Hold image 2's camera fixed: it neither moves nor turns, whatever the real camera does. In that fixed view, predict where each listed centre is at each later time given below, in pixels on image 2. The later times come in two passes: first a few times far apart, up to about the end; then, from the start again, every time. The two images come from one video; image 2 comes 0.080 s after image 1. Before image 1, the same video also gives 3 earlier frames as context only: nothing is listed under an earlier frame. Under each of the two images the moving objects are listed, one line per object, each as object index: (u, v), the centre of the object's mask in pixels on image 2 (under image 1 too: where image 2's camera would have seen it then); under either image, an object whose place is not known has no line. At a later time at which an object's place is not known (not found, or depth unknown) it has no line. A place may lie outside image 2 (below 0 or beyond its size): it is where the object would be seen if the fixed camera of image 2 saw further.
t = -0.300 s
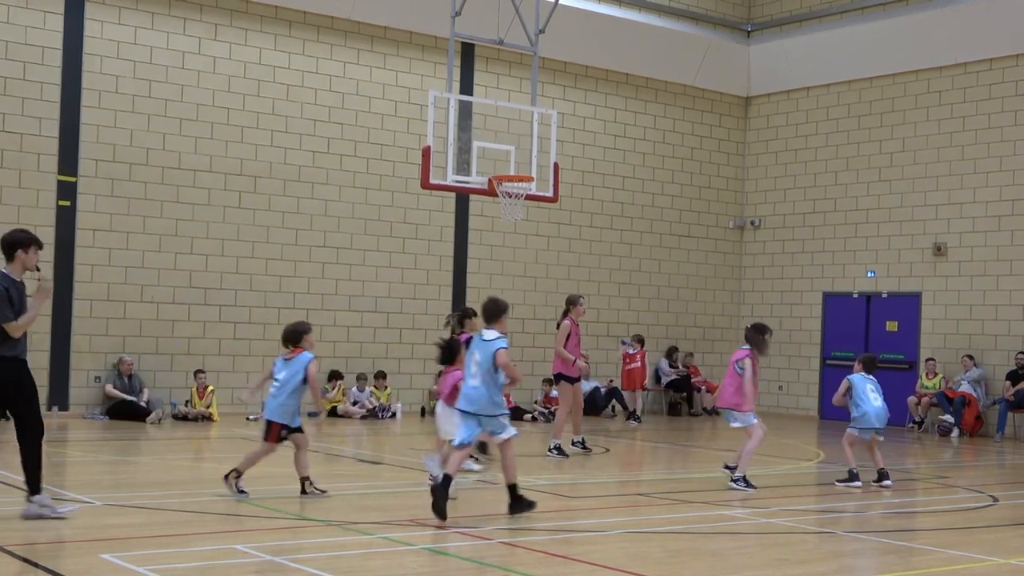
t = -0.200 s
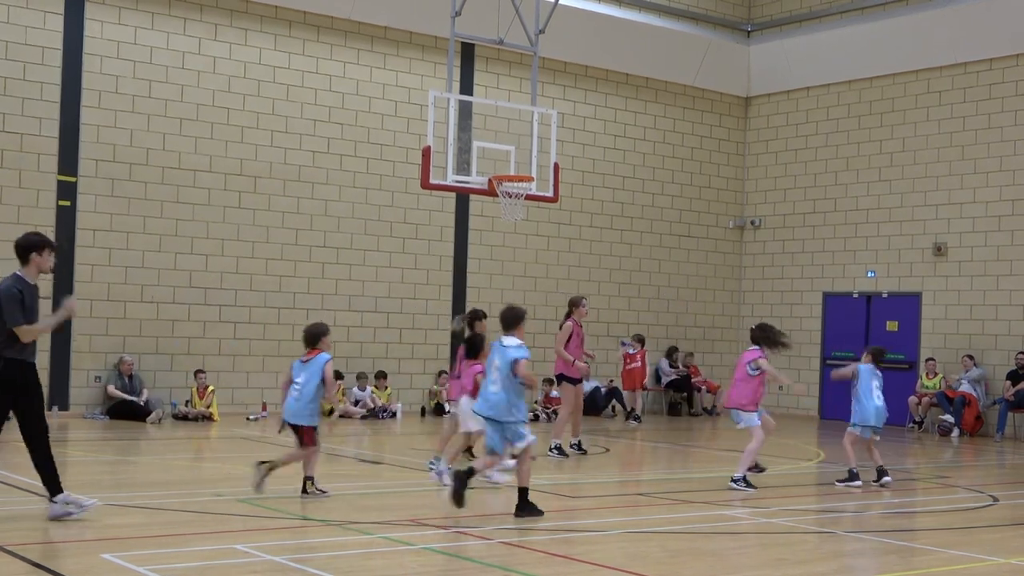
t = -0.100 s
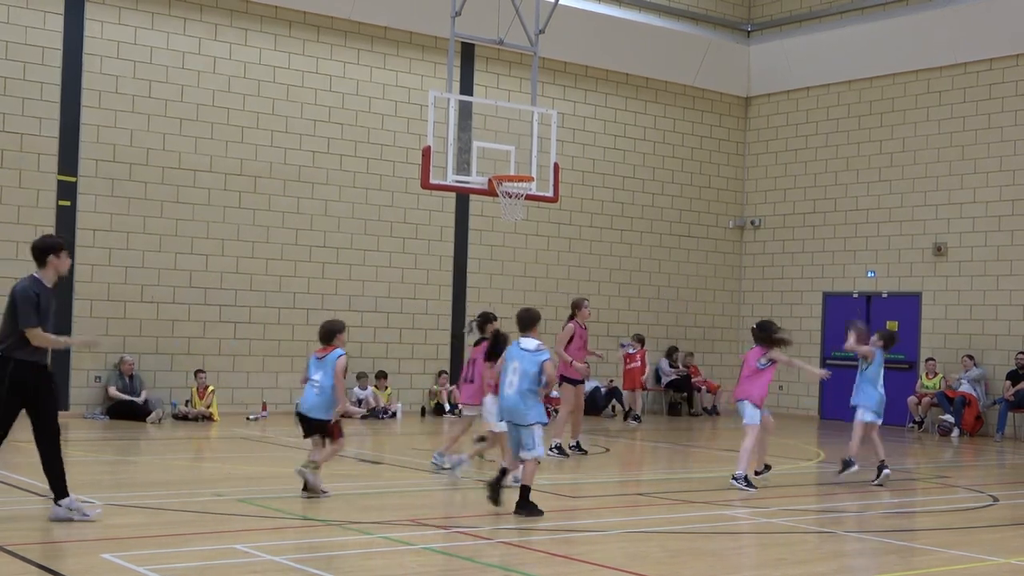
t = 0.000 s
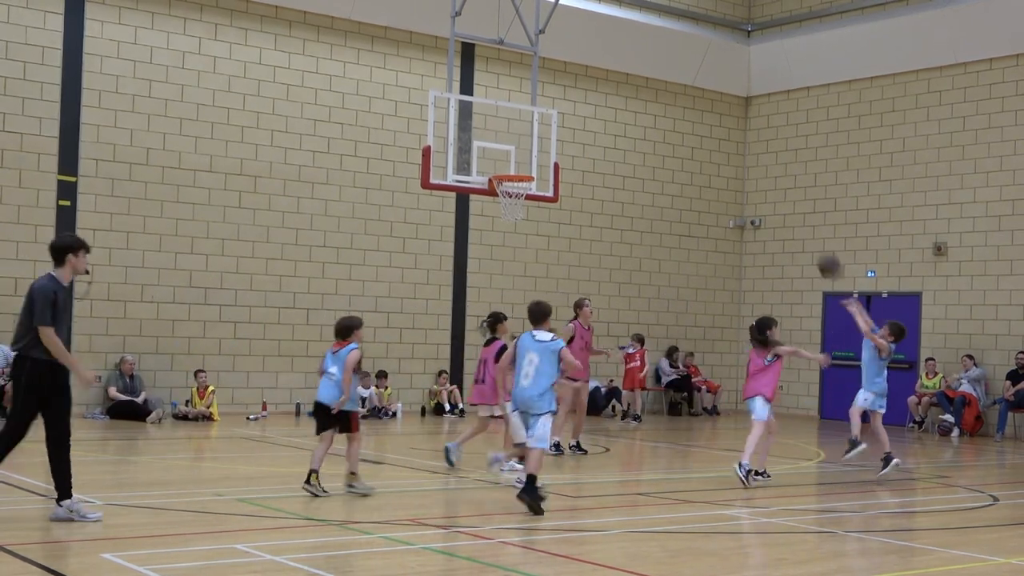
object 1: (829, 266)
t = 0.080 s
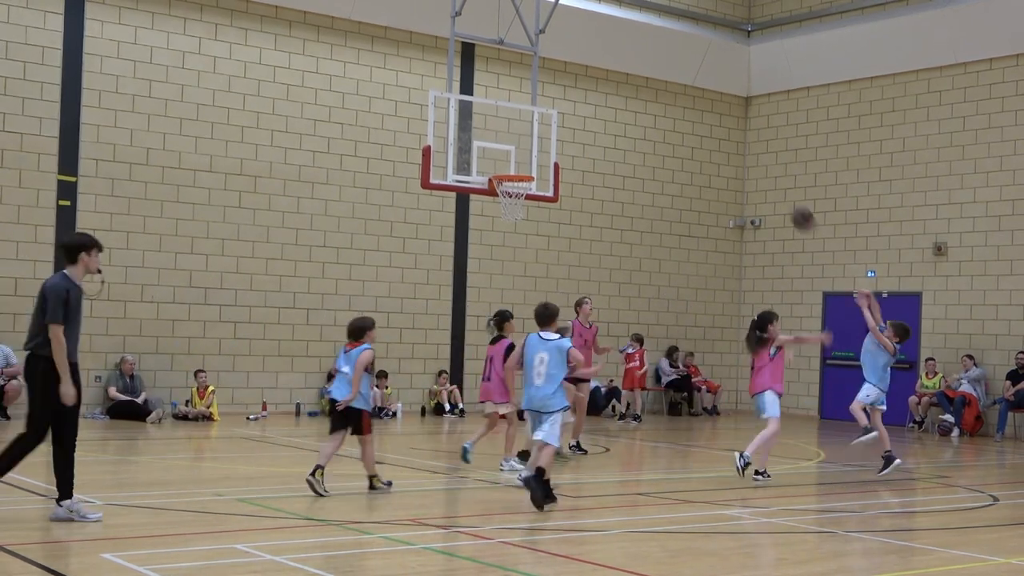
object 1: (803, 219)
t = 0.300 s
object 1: (732, 127)
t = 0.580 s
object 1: (649, 84)
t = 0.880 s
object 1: (567, 117)
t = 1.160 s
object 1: (502, 154)
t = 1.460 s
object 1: (449, 145)
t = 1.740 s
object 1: (420, 190)
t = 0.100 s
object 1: (796, 208)
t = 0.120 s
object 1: (790, 199)
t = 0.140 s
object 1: (783, 189)
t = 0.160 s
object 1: (777, 179)
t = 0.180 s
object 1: (770, 170)
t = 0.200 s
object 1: (764, 163)
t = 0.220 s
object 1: (758, 154)
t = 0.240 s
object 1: (752, 147)
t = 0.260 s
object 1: (745, 141)
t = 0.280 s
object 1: (739, 134)
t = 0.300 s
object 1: (732, 127)
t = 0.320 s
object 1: (726, 122)
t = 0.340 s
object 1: (720, 117)
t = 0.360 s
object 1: (714, 112)
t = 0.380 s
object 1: (708, 108)
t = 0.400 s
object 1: (702, 103)
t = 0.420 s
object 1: (696, 100)
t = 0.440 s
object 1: (690, 97)
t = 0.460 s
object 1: (684, 94)
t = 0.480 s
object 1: (678, 91)
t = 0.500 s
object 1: (672, 89)
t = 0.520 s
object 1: (667, 87)
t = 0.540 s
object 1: (661, 86)
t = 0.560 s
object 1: (655, 85)
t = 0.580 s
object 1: (649, 84)
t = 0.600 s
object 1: (643, 84)
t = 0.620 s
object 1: (637, 83)
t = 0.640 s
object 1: (632, 84)
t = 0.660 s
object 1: (627, 85)
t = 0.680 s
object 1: (622, 86)
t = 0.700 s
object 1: (616, 88)
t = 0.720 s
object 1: (610, 90)
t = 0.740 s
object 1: (605, 91)
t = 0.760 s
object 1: (599, 95)
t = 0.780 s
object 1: (594, 97)
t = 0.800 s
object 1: (588, 100)
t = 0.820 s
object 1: (583, 104)
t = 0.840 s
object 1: (578, 108)
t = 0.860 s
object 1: (572, 112)
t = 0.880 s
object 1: (567, 117)
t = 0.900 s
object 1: (562, 122)
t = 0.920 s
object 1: (556, 127)
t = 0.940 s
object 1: (551, 133)
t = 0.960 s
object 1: (546, 137)
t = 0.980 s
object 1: (541, 144)
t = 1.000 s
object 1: (535, 151)
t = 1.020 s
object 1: (530, 157)
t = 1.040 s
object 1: (525, 164)
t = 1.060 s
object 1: (520, 168)
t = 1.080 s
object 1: (517, 166)
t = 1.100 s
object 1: (513, 163)
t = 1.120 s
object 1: (509, 160)
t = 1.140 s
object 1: (505, 156)
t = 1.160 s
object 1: (502, 154)
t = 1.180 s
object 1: (499, 151)
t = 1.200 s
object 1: (495, 148)
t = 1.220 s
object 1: (491, 146)
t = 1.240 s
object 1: (487, 144)
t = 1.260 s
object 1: (483, 143)
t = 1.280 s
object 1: (480, 142)
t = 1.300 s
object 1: (476, 142)
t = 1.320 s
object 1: (472, 141)
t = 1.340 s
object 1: (467, 141)
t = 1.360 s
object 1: (464, 141)
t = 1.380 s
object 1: (460, 143)
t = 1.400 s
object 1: (455, 144)
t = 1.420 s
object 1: (452, 144)
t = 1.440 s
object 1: (451, 144)
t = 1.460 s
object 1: (449, 145)
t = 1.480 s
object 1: (447, 146)
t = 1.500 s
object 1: (445, 147)
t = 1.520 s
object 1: (443, 149)
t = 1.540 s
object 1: (441, 150)
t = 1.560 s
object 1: (439, 152)
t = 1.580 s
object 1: (438, 155)
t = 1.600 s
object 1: (436, 158)
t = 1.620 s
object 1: (434, 162)
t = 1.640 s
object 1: (432, 164)
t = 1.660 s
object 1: (429, 169)
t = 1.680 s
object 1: (427, 174)
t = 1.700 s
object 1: (424, 179)
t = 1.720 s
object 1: (422, 185)
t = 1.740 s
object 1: (420, 190)
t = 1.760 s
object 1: (418, 196)
